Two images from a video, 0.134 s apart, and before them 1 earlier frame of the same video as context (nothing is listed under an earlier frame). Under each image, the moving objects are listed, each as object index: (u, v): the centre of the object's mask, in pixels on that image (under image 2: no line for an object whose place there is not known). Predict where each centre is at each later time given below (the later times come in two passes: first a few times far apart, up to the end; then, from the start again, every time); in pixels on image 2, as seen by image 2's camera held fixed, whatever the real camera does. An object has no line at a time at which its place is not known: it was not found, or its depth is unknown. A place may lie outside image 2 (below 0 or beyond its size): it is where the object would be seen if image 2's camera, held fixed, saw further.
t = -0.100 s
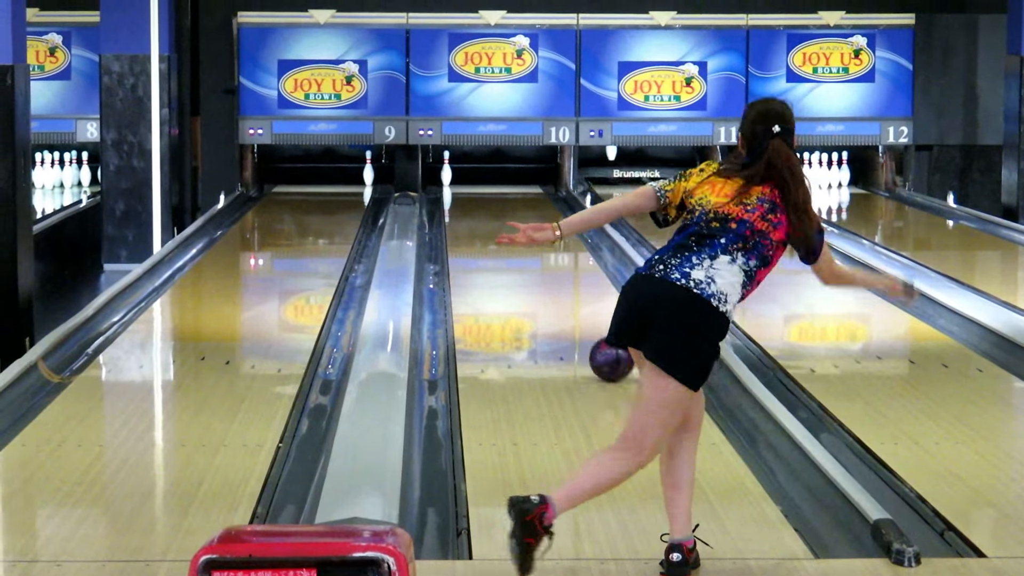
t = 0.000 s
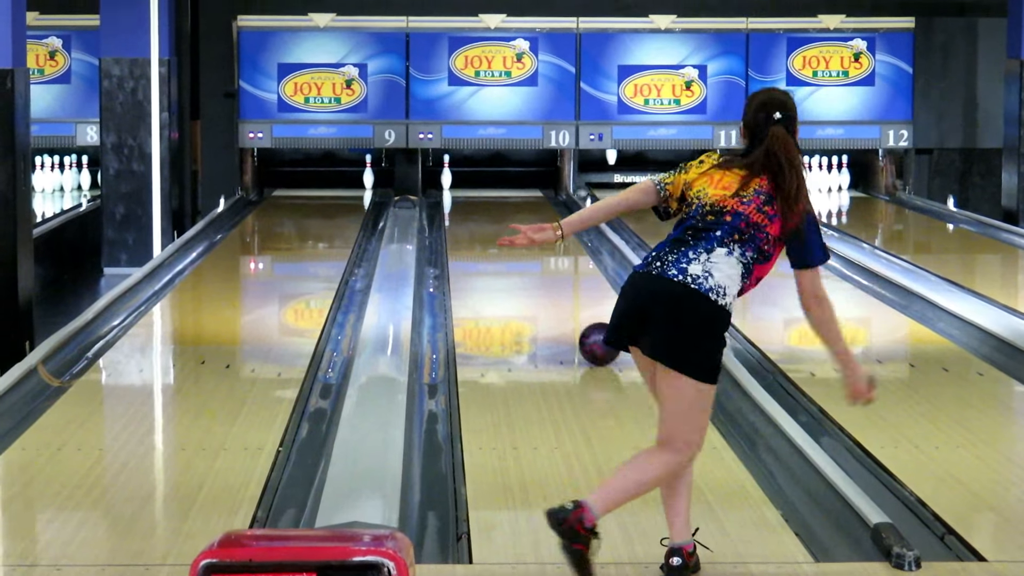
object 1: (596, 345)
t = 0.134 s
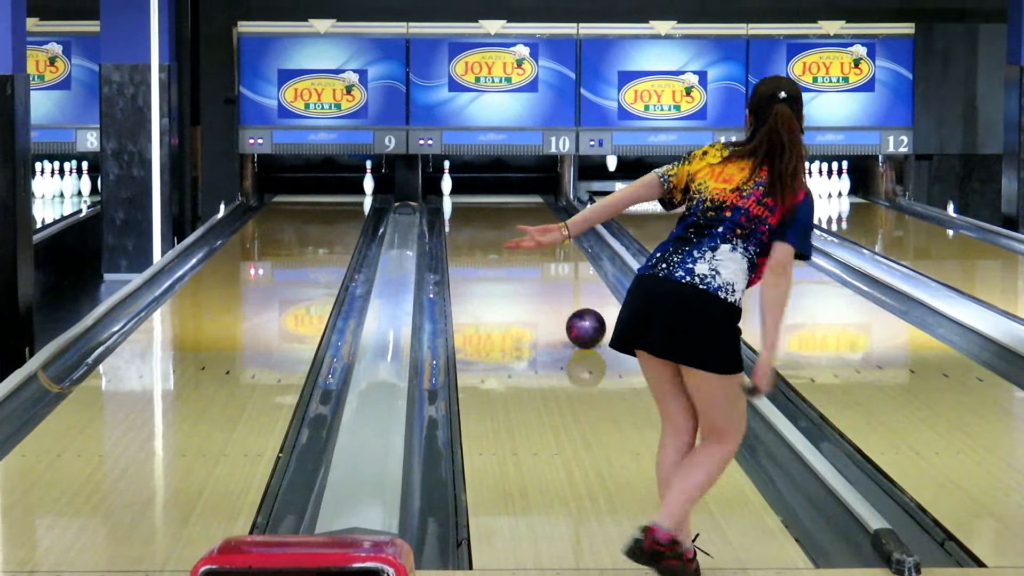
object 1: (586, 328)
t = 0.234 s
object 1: (576, 313)
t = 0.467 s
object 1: (554, 287)
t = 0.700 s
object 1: (540, 262)
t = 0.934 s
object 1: (526, 243)
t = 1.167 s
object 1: (515, 228)
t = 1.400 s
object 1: (503, 216)
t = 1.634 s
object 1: (490, 205)
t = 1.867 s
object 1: (477, 195)
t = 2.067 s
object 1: (464, 188)
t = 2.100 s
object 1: (461, 186)
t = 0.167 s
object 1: (582, 323)
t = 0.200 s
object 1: (579, 318)
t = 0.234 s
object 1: (576, 313)
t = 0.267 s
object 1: (573, 308)
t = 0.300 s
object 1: (570, 304)
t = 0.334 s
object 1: (567, 300)
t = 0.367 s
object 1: (564, 296)
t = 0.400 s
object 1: (562, 293)
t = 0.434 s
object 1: (559, 291)
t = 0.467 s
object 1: (554, 287)
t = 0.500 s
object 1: (552, 281)
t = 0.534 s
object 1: (551, 278)
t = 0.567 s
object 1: (549, 275)
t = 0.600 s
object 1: (547, 272)
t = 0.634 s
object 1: (545, 268)
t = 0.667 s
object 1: (543, 265)
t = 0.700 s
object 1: (540, 262)
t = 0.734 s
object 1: (538, 259)
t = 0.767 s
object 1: (536, 256)
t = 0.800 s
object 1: (534, 253)
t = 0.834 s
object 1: (532, 251)
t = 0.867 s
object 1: (531, 248)
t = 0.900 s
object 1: (528, 246)
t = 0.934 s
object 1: (526, 243)
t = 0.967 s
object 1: (525, 241)
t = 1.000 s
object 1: (523, 238)
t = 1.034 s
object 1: (521, 236)
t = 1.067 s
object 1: (520, 234)
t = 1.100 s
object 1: (518, 232)
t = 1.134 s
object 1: (516, 230)
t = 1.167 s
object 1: (515, 228)
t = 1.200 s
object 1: (513, 226)
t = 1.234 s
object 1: (512, 224)
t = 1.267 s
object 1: (510, 222)
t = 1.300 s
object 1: (508, 220)
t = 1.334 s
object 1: (506, 219)
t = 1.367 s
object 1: (505, 218)
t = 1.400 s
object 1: (503, 216)
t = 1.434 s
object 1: (501, 214)
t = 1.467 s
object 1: (500, 213)
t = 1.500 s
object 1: (498, 211)
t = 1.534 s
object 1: (496, 209)
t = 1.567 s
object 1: (494, 207)
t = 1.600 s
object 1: (493, 206)
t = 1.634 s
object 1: (490, 205)
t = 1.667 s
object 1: (488, 203)
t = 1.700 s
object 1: (487, 201)
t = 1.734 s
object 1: (485, 201)
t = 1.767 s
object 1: (483, 199)
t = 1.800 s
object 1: (481, 198)
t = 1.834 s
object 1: (479, 197)
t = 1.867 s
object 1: (477, 195)
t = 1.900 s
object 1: (475, 193)
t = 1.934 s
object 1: (473, 193)
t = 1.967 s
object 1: (470, 190)
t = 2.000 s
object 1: (468, 190)
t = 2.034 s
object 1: (466, 188)
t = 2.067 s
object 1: (464, 188)
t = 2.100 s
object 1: (461, 186)
